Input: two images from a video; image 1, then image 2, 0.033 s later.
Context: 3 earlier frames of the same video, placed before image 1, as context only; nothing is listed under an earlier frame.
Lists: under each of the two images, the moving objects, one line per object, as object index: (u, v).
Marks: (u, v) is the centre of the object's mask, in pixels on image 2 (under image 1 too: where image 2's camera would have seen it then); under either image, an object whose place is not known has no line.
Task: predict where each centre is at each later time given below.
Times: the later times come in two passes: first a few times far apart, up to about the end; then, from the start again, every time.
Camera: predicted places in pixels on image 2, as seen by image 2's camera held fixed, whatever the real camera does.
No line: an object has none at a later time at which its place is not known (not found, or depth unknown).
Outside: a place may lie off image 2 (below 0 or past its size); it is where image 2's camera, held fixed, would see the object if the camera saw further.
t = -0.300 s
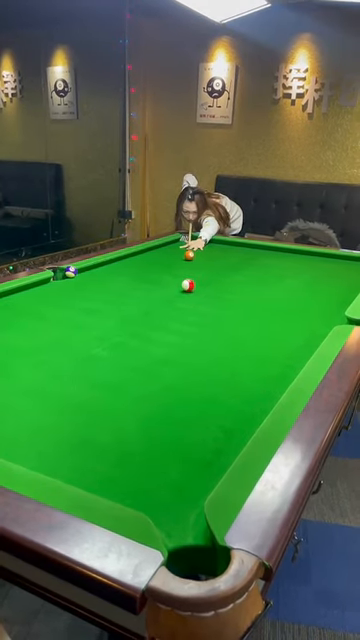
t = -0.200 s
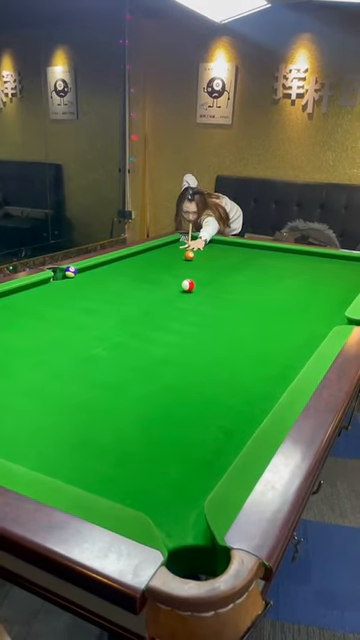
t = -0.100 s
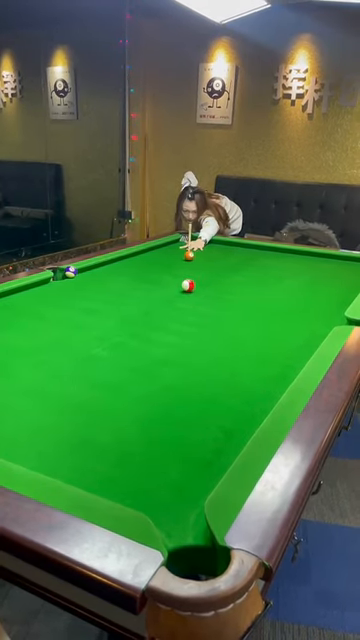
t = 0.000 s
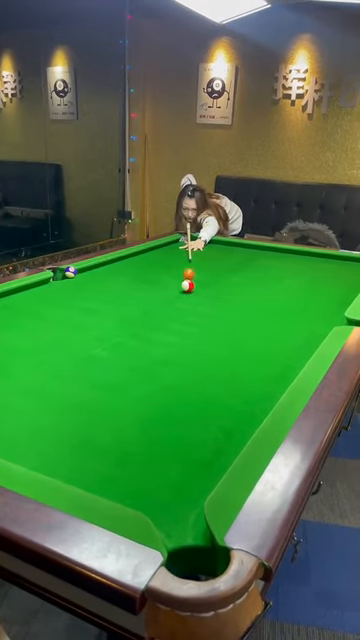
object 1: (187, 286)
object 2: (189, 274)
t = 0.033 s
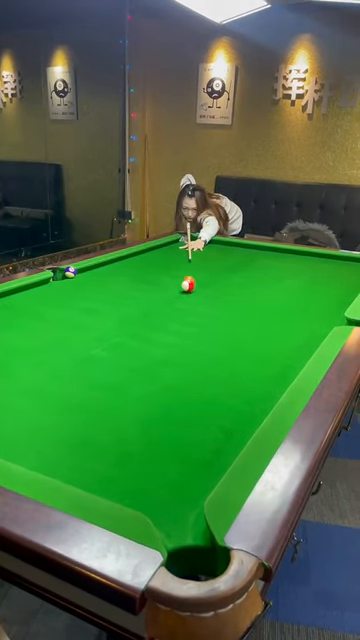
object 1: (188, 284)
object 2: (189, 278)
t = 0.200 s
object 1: (177, 338)
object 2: (193, 284)
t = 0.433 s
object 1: (145, 494)
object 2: (200, 286)
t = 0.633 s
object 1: (213, 429)
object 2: (205, 288)
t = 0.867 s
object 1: (209, 372)
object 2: (210, 289)
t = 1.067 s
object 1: (207, 340)
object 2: (214, 291)
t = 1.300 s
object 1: (205, 313)
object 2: (219, 292)
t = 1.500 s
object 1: (204, 295)
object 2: (222, 293)
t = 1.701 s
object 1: (203, 280)
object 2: (226, 294)
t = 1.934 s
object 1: (202, 267)
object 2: (229, 295)
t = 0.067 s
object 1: (186, 294)
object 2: (190, 282)
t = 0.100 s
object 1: (183, 303)
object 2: (190, 283)
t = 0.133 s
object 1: (182, 314)
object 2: (191, 284)
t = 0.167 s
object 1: (179, 325)
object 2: (192, 284)
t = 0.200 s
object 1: (177, 338)
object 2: (193, 284)
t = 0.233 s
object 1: (174, 352)
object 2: (194, 284)
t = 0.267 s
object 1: (170, 368)
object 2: (195, 285)
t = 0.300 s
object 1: (167, 387)
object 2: (196, 285)
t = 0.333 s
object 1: (163, 408)
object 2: (197, 285)
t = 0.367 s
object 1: (157, 432)
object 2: (198, 286)
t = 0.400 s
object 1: (152, 462)
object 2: (199, 286)
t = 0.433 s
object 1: (145, 494)
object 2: (200, 286)
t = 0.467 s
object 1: (159, 502)
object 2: (201, 286)
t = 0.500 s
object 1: (189, 487)
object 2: (201, 287)
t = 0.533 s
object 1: (212, 473)
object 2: (202, 287)
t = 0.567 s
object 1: (213, 457)
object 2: (203, 287)
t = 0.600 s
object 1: (213, 442)
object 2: (204, 287)
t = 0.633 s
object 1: (213, 429)
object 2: (205, 288)
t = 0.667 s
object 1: (213, 418)
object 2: (206, 288)
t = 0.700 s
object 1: (212, 409)
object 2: (207, 288)
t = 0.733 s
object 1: (212, 399)
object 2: (207, 288)
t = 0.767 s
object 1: (211, 392)
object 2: (208, 289)
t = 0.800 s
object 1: (211, 385)
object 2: (209, 289)
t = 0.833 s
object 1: (210, 378)
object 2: (210, 289)
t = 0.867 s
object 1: (209, 372)
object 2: (210, 289)
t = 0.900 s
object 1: (208, 365)
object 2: (211, 290)
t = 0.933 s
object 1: (208, 360)
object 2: (212, 290)
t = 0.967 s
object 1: (208, 354)
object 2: (212, 290)
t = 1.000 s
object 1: (208, 350)
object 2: (213, 291)
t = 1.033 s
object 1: (207, 345)
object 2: (214, 291)
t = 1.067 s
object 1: (207, 340)
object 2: (214, 291)
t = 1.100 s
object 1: (206, 335)
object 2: (215, 291)
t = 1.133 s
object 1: (207, 331)
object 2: (216, 291)
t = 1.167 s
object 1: (206, 327)
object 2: (216, 292)
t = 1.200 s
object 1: (206, 324)
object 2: (217, 292)
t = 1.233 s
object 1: (205, 319)
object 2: (218, 292)
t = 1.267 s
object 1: (205, 316)
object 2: (218, 292)
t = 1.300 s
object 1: (205, 313)
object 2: (219, 292)
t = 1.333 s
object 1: (204, 309)
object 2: (220, 292)
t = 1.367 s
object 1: (205, 306)
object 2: (220, 292)
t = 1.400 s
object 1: (204, 303)
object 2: (221, 293)
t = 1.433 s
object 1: (204, 300)
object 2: (221, 293)
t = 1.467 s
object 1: (204, 297)
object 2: (222, 293)
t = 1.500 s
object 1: (204, 295)
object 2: (222, 293)
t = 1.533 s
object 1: (204, 292)
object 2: (223, 293)
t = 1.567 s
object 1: (203, 290)
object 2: (223, 293)
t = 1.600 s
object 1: (203, 287)
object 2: (224, 293)
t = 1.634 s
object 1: (203, 285)
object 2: (224, 294)
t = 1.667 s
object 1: (203, 283)
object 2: (225, 294)
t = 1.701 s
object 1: (203, 280)
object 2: (226, 294)
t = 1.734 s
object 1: (203, 278)
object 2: (226, 294)
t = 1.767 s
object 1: (203, 276)
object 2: (226, 294)
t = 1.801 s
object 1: (202, 274)
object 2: (227, 294)
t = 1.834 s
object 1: (202, 272)
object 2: (227, 294)
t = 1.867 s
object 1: (202, 270)
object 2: (228, 295)
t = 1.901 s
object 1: (202, 269)
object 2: (228, 295)
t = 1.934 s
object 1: (202, 267)
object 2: (229, 295)
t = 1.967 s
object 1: (202, 265)
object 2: (229, 295)
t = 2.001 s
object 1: (202, 264)
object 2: (229, 295)
